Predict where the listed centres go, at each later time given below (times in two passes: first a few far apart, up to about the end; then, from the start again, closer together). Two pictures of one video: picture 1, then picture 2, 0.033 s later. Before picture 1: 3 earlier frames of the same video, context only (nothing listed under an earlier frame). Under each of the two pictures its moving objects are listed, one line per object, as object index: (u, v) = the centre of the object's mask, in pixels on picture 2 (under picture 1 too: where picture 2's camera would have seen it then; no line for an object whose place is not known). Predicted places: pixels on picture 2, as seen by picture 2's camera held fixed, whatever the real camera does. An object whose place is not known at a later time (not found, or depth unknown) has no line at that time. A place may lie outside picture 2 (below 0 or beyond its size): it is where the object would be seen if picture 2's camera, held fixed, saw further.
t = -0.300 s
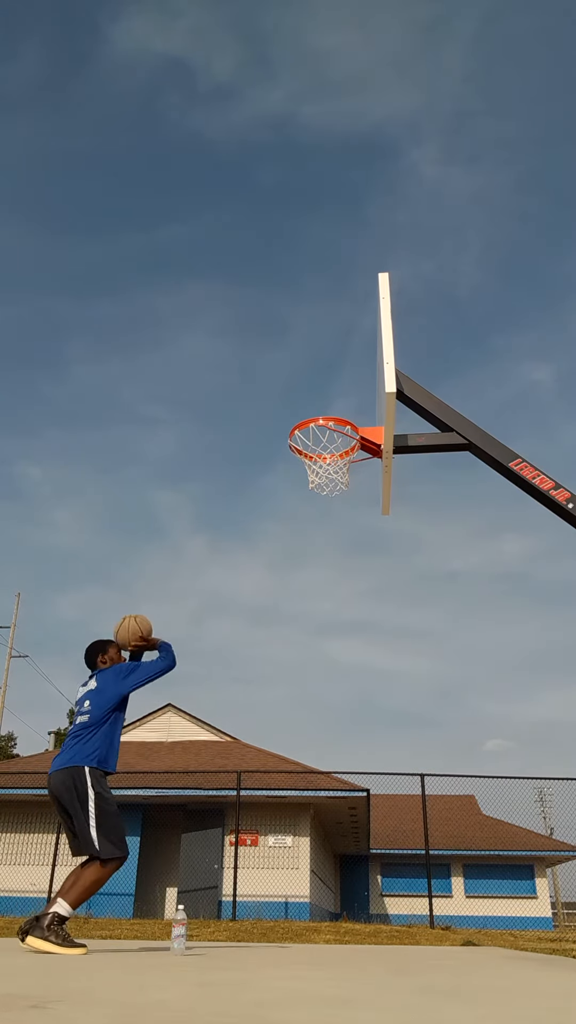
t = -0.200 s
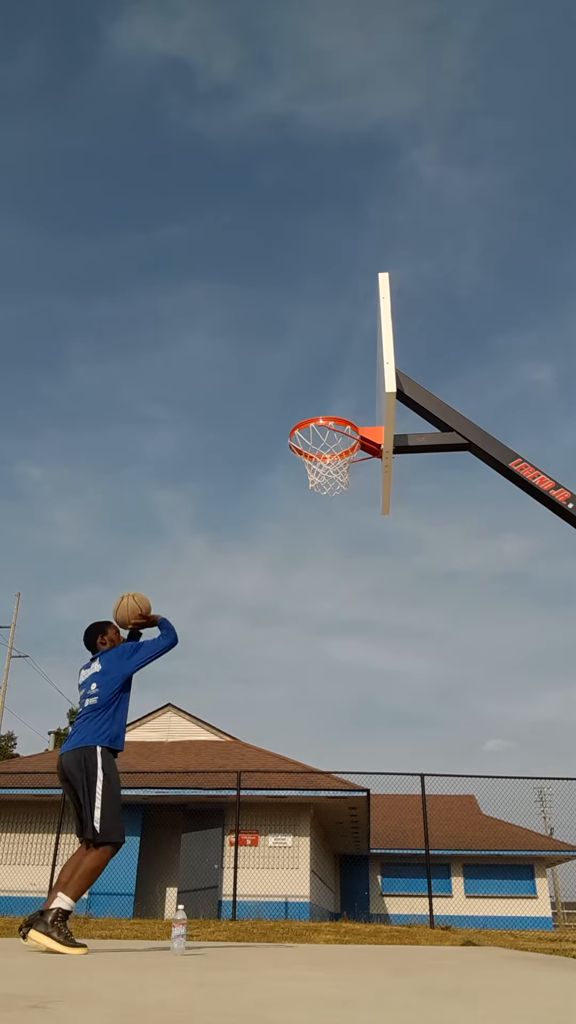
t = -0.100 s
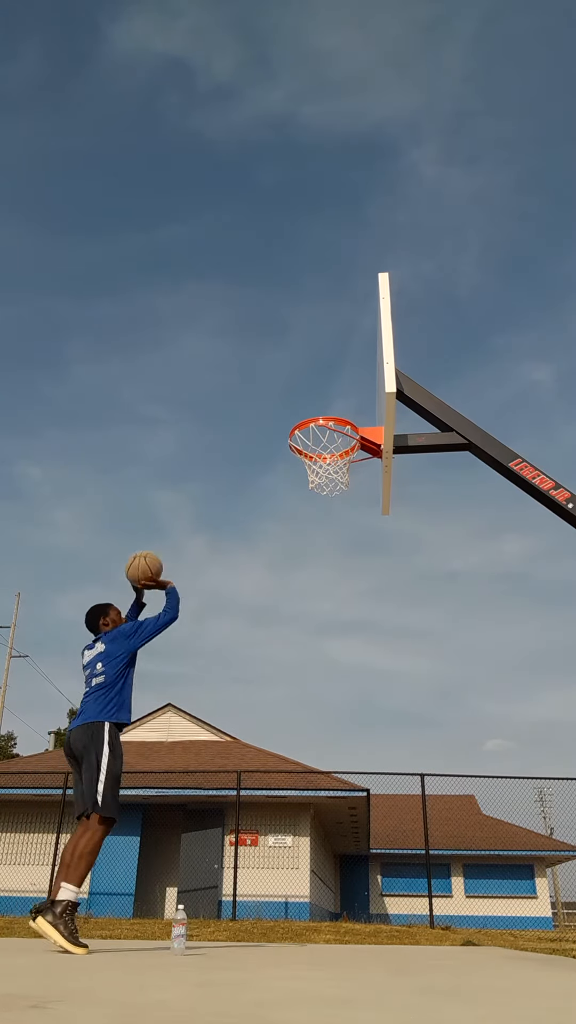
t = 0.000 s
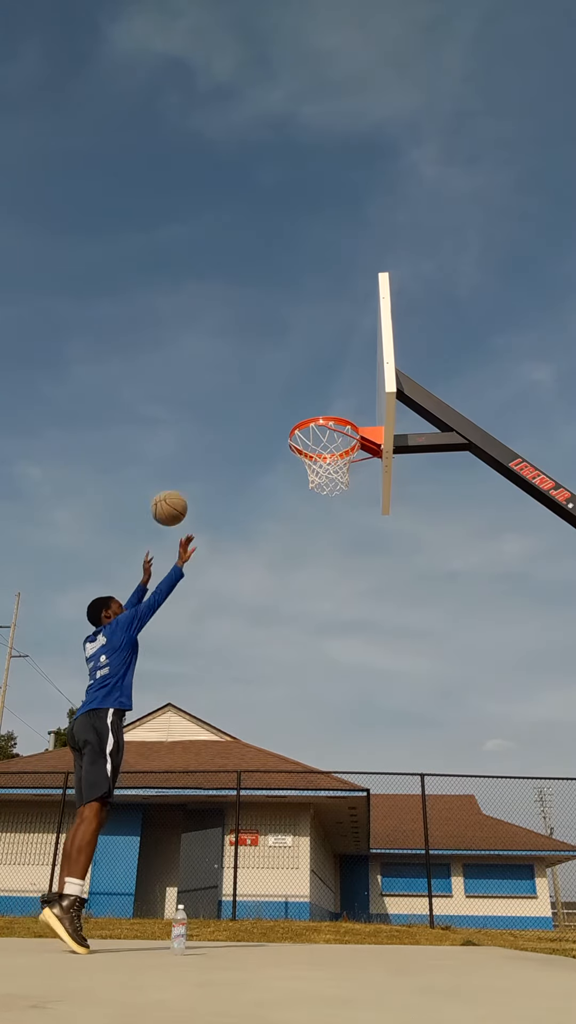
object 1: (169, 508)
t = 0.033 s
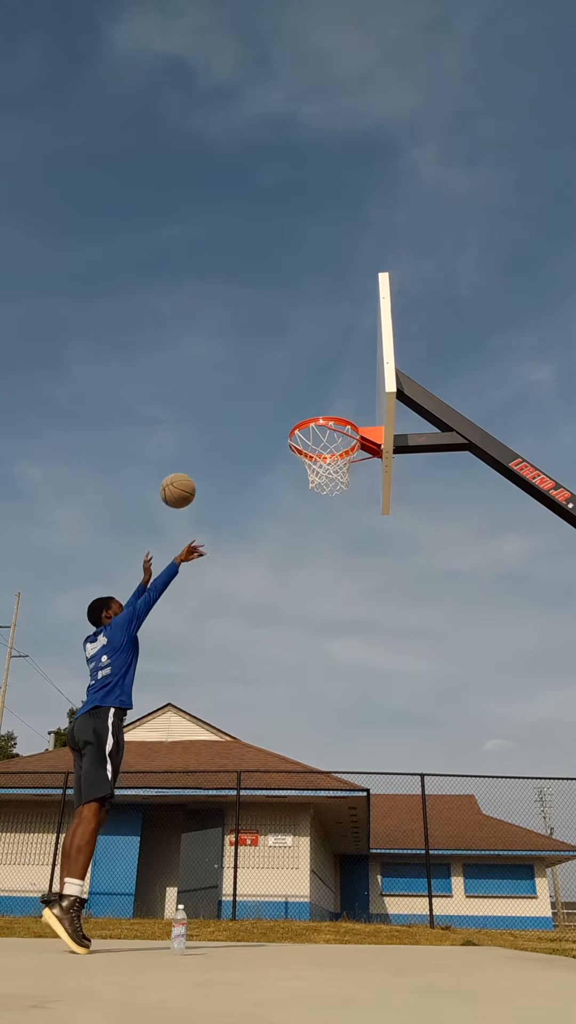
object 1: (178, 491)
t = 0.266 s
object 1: (229, 412)
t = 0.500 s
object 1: (275, 400)
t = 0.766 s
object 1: (338, 452)
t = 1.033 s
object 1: (355, 521)
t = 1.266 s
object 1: (370, 660)
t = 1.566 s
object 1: (391, 874)
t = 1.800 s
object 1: (370, 696)
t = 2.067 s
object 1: (356, 625)
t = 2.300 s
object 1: (350, 650)
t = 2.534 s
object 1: (347, 759)
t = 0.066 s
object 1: (186, 475)
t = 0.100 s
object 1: (193, 461)
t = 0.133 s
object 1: (201, 448)
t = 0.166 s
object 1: (209, 437)
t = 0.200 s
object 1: (216, 427)
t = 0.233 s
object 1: (223, 419)
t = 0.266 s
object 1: (229, 412)
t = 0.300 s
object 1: (236, 406)
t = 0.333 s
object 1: (243, 402)
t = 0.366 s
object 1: (249, 399)
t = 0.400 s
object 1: (256, 397)
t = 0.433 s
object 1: (263, 397)
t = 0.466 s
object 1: (269, 398)
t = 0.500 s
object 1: (275, 400)
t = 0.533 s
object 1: (282, 403)
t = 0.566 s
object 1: (288, 407)
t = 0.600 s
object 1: (294, 411)
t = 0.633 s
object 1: (299, 415)
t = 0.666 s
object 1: (310, 429)
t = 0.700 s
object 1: (318, 438)
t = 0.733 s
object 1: (328, 443)
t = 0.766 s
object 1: (338, 452)
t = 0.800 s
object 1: (346, 462)
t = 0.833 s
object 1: (349, 474)
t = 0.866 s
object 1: (351, 474)
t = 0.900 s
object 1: (351, 479)
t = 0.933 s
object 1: (351, 487)
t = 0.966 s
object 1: (352, 497)
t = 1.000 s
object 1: (354, 508)
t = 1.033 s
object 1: (355, 521)
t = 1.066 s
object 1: (357, 535)
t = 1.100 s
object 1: (358, 551)
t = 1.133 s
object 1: (360, 569)
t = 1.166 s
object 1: (363, 589)
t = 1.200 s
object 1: (365, 610)
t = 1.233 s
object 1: (368, 634)
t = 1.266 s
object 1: (370, 660)
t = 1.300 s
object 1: (373, 689)
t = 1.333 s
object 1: (377, 720)
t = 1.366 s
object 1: (380, 755)
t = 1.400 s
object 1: (383, 790)
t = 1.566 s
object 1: (391, 874)
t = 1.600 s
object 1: (387, 839)
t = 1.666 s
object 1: (380, 780)
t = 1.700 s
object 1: (378, 756)
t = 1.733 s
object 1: (375, 734)
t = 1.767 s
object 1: (373, 713)
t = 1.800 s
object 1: (370, 696)
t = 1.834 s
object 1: (368, 680)
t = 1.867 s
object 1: (366, 667)
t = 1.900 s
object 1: (364, 656)
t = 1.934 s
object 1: (362, 646)
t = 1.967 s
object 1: (360, 638)
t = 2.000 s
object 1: (359, 632)
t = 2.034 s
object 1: (358, 628)
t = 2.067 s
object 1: (356, 625)
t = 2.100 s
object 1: (355, 624)
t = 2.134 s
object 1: (354, 625)
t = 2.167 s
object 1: (353, 626)
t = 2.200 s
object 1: (352, 630)
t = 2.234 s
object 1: (351, 635)
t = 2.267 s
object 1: (350, 642)
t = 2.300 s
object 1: (350, 650)
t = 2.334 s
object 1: (349, 660)
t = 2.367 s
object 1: (348, 672)
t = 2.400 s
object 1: (348, 685)
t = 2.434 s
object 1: (348, 701)
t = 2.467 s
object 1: (347, 718)
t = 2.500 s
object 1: (347, 738)
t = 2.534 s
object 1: (347, 759)
